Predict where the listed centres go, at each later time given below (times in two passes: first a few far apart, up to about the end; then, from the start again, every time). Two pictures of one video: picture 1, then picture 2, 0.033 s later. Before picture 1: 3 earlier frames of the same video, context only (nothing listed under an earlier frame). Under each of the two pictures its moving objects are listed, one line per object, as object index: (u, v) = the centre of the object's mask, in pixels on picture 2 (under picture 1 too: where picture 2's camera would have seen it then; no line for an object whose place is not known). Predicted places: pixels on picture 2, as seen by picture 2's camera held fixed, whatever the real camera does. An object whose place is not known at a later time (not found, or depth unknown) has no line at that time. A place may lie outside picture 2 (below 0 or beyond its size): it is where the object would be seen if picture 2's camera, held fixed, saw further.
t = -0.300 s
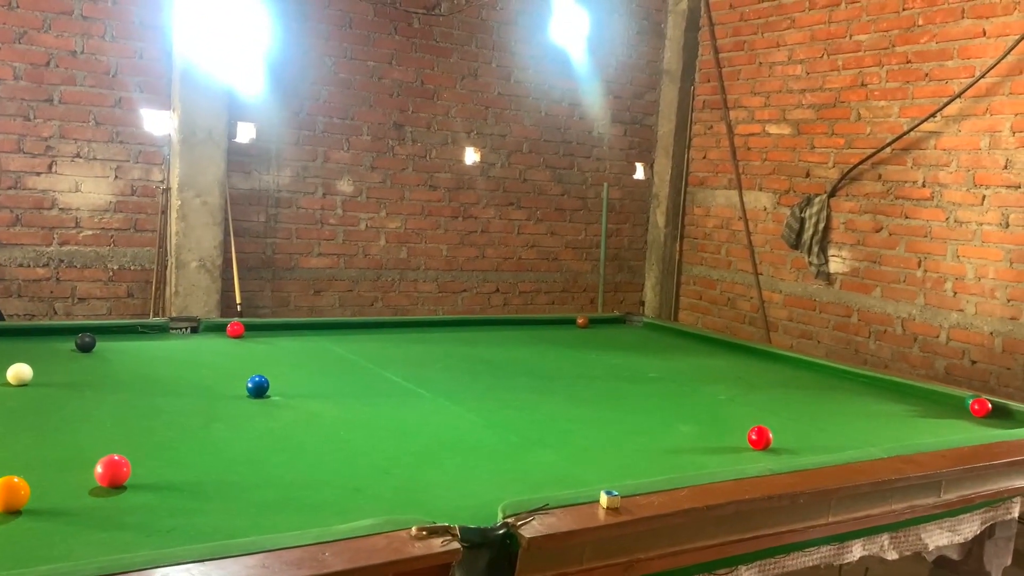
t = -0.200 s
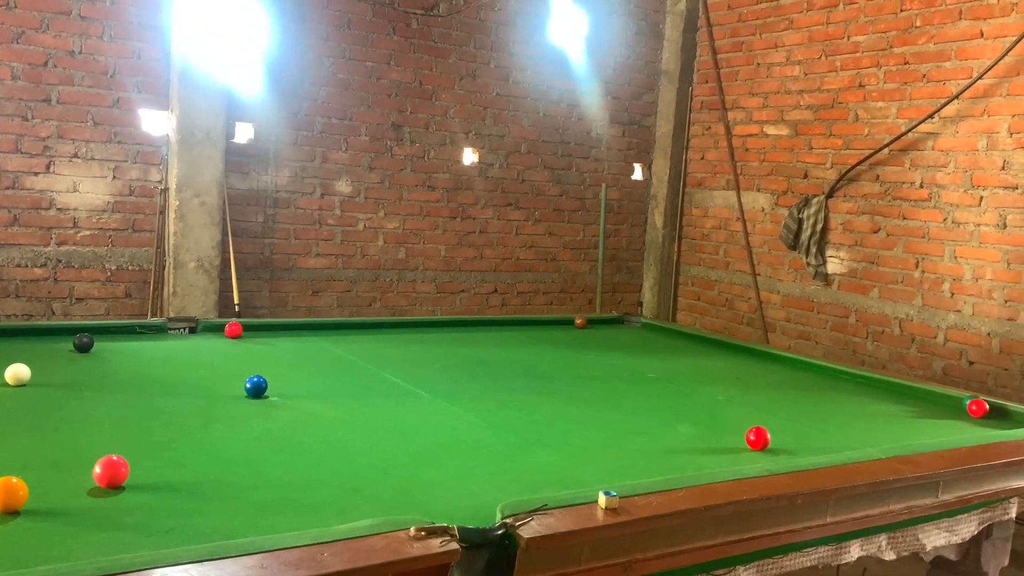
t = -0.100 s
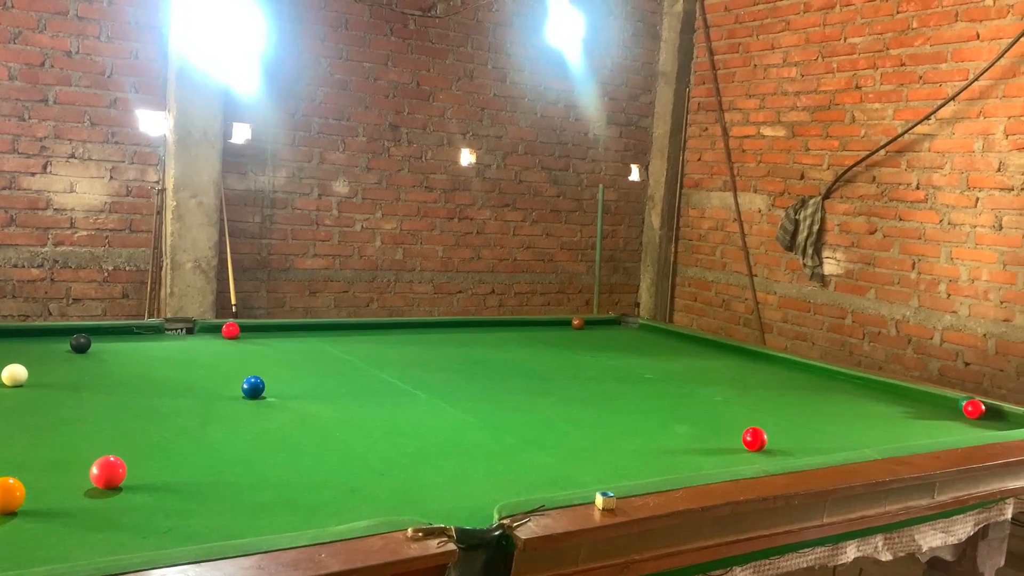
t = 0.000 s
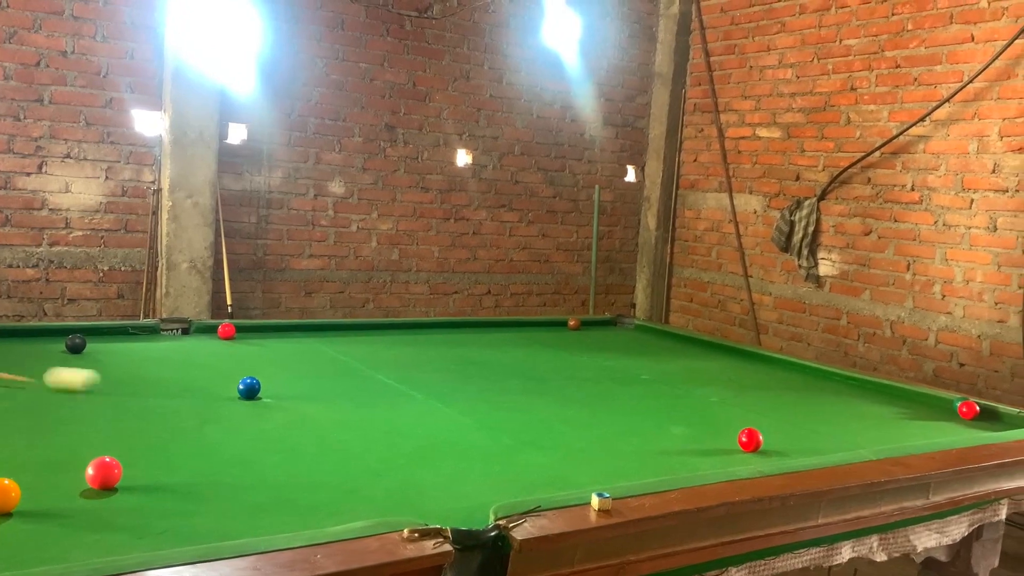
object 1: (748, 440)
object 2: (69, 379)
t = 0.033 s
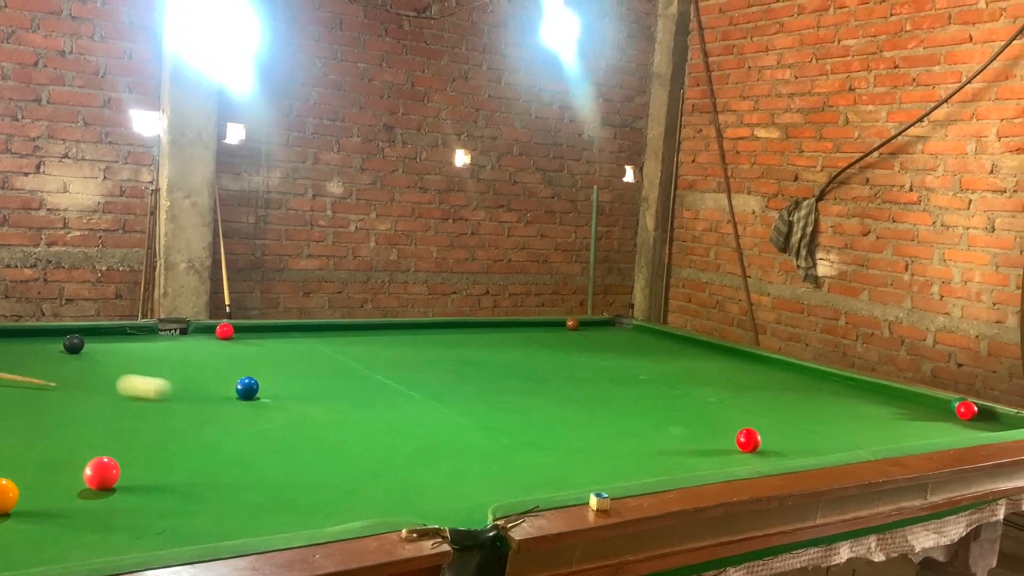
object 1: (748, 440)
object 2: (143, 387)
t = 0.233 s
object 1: (748, 440)
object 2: (569, 425)
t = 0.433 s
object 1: (900, 436)
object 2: (763, 455)
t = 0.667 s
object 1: (1018, 420)
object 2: (644, 431)
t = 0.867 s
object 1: (944, 418)
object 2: (577, 413)
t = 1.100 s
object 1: (856, 415)
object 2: (511, 394)
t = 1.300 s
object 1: (781, 411)
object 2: (462, 381)
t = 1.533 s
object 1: (694, 407)
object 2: (412, 367)
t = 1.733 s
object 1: (620, 404)
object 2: (374, 356)
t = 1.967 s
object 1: (535, 400)
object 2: (336, 346)
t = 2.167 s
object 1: (462, 397)
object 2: (306, 338)
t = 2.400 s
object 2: (275, 330)
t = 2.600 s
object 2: (264, 330)
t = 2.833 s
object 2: (264, 335)
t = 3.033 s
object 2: (263, 339)
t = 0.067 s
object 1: (748, 440)
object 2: (214, 393)
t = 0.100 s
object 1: (748, 440)
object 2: (290, 400)
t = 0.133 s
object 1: (748, 440)
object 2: (362, 407)
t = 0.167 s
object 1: (748, 440)
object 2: (432, 413)
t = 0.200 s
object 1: (748, 440)
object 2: (501, 419)
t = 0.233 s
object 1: (748, 440)
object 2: (569, 425)
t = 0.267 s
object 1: (748, 440)
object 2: (637, 431)
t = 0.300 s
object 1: (748, 440)
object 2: (702, 437)
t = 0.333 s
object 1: (777, 437)
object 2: (737, 442)
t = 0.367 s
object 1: (821, 438)
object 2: (752, 450)
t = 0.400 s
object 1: (862, 437)
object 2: (768, 456)
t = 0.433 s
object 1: (900, 436)
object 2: (763, 455)
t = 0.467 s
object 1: (935, 435)
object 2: (742, 452)
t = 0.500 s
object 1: (969, 432)
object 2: (720, 451)
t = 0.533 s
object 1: (984, 430)
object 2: (701, 445)
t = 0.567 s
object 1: (994, 427)
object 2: (685, 442)
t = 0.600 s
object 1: (1003, 425)
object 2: (669, 438)
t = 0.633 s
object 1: (1011, 423)
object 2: (656, 435)
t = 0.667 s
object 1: (1018, 420)
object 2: (644, 431)
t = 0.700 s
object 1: (1007, 419)
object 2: (633, 428)
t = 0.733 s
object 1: (994, 419)
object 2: (621, 425)
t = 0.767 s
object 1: (982, 419)
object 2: (609, 422)
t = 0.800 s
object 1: (969, 419)
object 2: (598, 419)
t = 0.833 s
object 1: (957, 418)
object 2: (588, 416)
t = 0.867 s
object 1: (944, 418)
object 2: (577, 413)
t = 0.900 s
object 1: (932, 417)
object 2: (567, 410)
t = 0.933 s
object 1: (919, 417)
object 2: (557, 407)
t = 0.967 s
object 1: (907, 417)
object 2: (547, 404)
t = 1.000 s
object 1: (894, 416)
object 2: (538, 402)
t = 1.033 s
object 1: (882, 416)
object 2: (529, 399)
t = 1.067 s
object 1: (869, 415)
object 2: (520, 397)
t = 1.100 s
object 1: (856, 415)
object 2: (511, 394)
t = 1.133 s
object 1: (844, 414)
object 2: (502, 392)
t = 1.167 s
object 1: (831, 414)
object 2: (494, 389)
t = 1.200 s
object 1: (819, 413)
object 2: (485, 387)
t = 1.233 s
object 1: (806, 412)
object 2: (477, 385)
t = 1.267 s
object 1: (793, 412)
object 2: (470, 383)
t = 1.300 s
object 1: (781, 411)
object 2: (462, 381)
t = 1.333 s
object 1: (768, 411)
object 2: (454, 379)
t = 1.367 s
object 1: (756, 410)
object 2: (447, 377)
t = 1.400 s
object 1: (744, 409)
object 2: (440, 375)
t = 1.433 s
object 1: (731, 409)
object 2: (432, 373)
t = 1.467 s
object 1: (719, 408)
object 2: (425, 371)
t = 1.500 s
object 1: (706, 408)
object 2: (419, 369)
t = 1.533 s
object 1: (694, 407)
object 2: (412, 367)
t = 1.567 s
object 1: (681, 407)
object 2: (405, 365)
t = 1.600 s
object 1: (669, 406)
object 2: (399, 364)
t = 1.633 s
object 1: (657, 406)
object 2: (392, 362)
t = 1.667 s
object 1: (645, 405)
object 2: (386, 360)
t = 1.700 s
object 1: (633, 405)
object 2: (380, 358)
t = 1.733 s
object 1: (620, 404)
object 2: (374, 356)
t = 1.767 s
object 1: (608, 403)
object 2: (368, 355)
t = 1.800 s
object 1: (596, 403)
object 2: (363, 353)
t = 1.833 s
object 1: (584, 402)
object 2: (357, 352)
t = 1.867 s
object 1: (571, 402)
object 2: (351, 350)
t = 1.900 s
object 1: (559, 401)
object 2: (346, 349)
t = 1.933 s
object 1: (547, 401)
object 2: (341, 347)
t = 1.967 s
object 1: (535, 400)
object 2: (336, 346)
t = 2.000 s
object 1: (523, 400)
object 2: (330, 345)
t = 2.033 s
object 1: (511, 399)
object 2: (325, 343)
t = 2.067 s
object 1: (499, 399)
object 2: (320, 342)
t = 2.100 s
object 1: (487, 398)
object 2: (315, 341)
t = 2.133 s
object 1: (475, 398)
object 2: (311, 340)
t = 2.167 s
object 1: (462, 397)
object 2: (306, 338)
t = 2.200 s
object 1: (450, 397)
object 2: (301, 337)
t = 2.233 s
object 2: (297, 336)
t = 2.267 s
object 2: (292, 335)
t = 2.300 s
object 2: (288, 333)
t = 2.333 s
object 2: (283, 332)
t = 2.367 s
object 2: (279, 331)
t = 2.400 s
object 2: (275, 330)
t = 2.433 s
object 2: (270, 329)
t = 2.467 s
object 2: (266, 328)
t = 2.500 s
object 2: (264, 327)
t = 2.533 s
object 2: (264, 328)
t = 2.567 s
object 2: (264, 329)
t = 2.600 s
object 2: (264, 330)
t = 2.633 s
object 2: (264, 330)
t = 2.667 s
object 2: (264, 331)
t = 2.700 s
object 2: (264, 332)
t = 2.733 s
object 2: (264, 333)
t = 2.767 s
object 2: (264, 333)
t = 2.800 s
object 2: (264, 334)
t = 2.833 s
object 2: (264, 335)
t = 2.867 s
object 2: (264, 335)
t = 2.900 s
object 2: (263, 336)
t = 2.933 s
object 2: (263, 337)
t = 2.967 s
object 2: (263, 338)
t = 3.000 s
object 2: (263, 339)
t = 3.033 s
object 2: (263, 339)
